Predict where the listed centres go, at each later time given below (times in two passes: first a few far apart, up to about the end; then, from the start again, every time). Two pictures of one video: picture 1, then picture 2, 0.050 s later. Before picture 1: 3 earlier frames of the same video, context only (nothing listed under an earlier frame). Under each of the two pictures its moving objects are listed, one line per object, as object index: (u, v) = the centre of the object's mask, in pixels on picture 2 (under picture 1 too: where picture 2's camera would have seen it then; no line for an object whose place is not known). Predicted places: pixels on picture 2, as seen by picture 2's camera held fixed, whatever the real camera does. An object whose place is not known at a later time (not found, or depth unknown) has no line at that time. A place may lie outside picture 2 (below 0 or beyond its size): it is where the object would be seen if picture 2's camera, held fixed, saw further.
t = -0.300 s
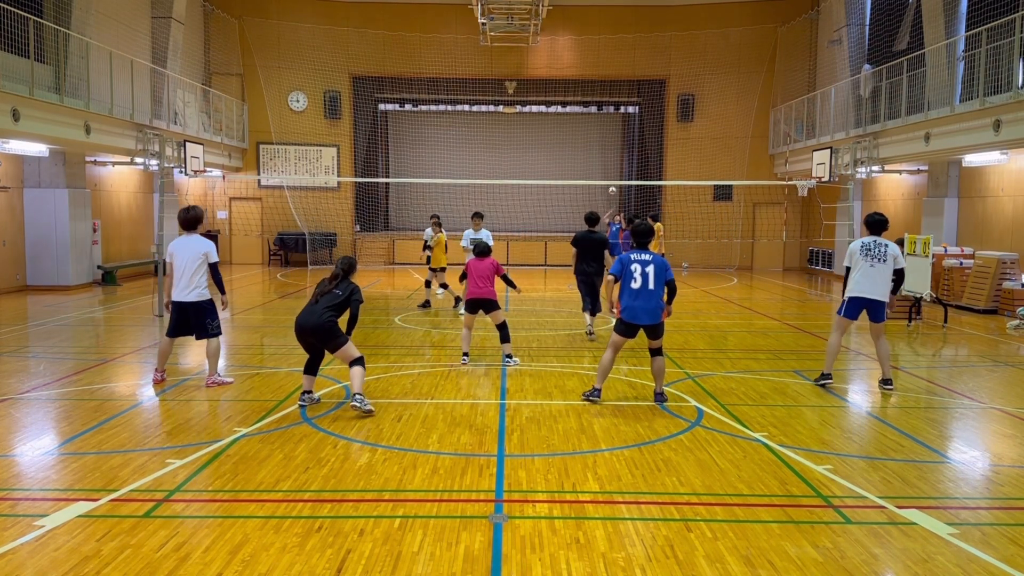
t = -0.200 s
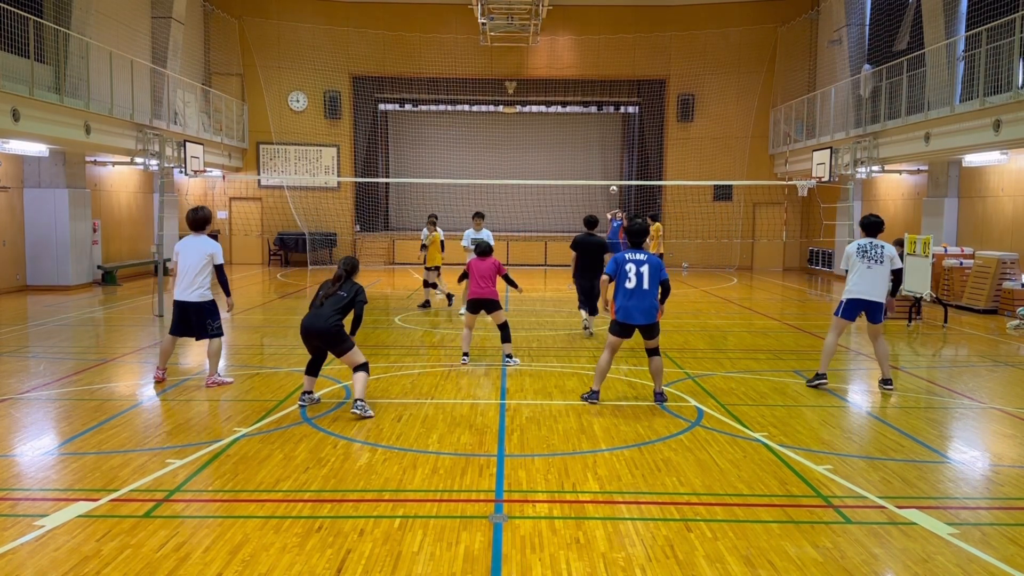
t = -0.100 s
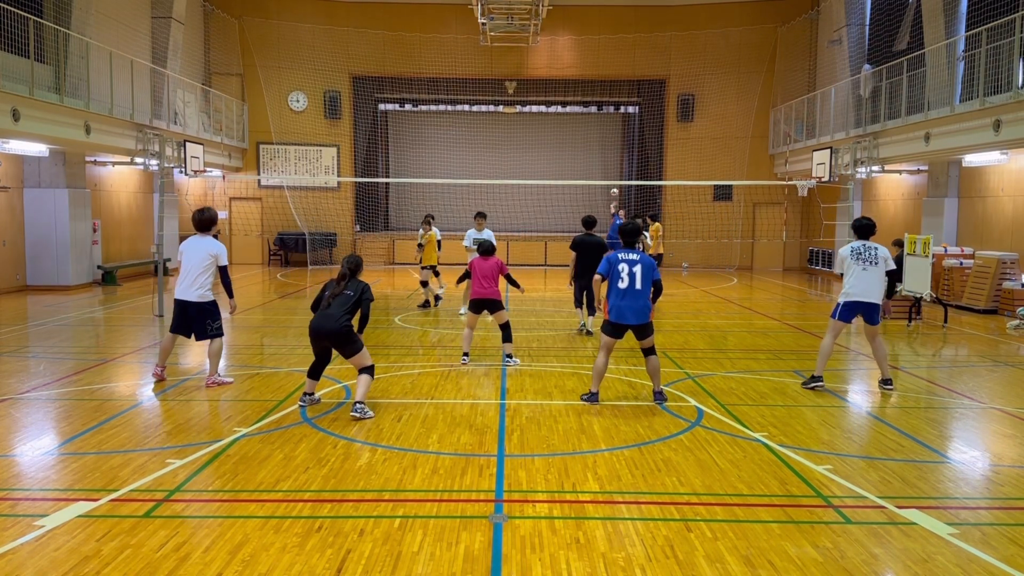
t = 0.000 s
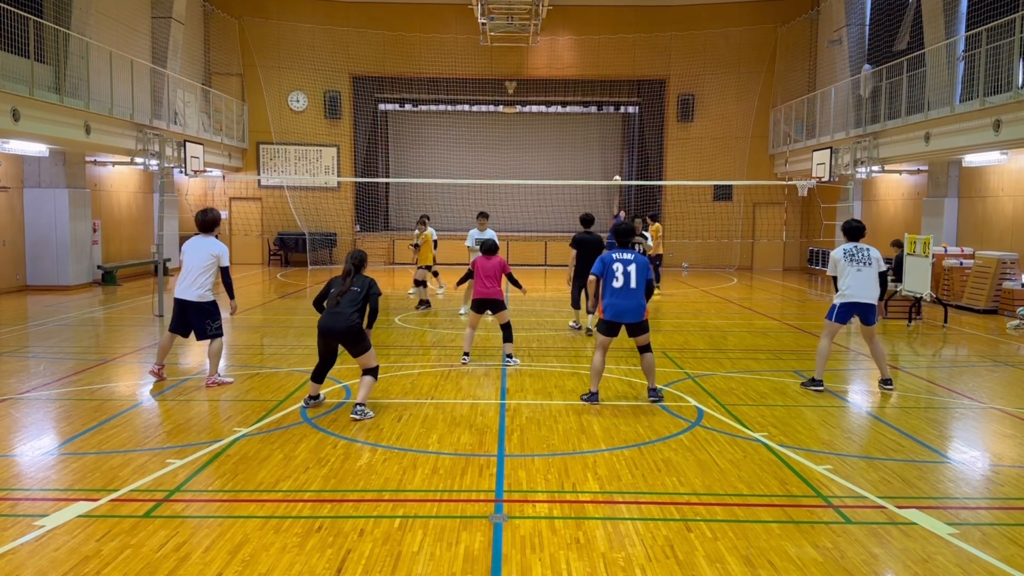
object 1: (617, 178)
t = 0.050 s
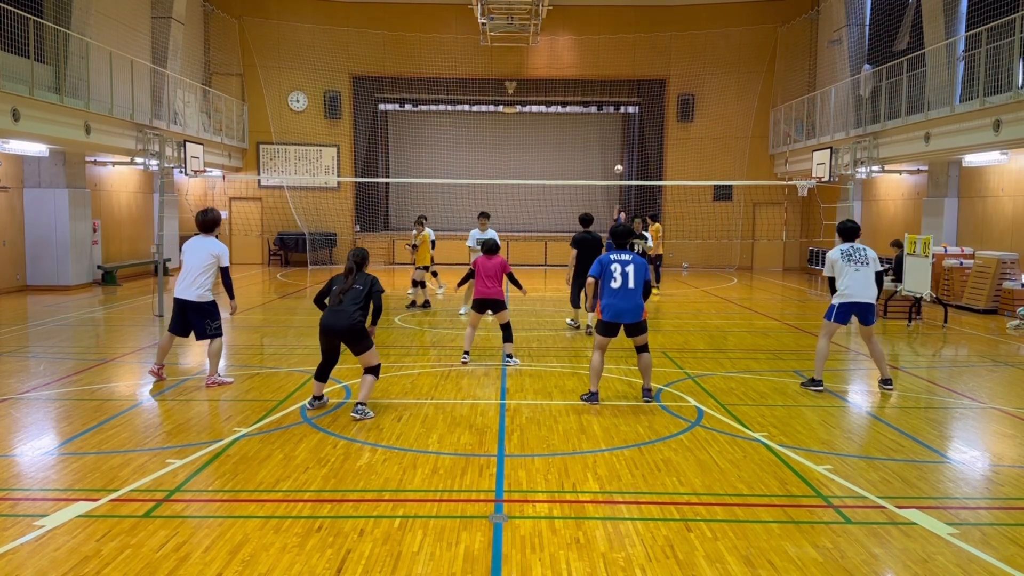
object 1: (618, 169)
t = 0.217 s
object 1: (626, 135)
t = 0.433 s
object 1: (639, 96)
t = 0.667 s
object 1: (652, 69)
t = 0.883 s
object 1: (660, 70)
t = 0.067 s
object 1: (619, 165)
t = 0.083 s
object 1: (619, 162)
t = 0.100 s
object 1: (620, 159)
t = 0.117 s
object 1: (621, 155)
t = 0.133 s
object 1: (622, 152)
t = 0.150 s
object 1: (622, 149)
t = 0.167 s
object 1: (623, 145)
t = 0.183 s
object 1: (624, 142)
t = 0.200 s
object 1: (625, 139)
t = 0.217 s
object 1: (626, 135)
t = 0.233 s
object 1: (627, 133)
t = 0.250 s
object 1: (628, 129)
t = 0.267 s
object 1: (629, 126)
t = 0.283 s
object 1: (630, 123)
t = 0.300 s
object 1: (631, 120)
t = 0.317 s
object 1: (632, 116)
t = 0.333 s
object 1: (633, 113)
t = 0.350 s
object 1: (634, 111)
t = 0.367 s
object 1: (635, 107)
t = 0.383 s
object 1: (636, 105)
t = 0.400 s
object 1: (637, 102)
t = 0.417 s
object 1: (638, 99)
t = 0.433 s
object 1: (639, 96)
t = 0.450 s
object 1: (640, 94)
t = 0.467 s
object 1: (641, 91)
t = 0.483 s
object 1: (642, 89)
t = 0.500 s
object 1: (643, 87)
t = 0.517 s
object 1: (644, 84)
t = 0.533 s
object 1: (645, 82)
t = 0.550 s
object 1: (646, 80)
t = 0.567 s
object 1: (647, 78)
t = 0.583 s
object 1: (648, 76)
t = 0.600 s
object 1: (648, 74)
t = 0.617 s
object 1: (649, 73)
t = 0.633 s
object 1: (650, 71)
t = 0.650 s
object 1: (651, 70)
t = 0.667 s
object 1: (652, 69)
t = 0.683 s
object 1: (653, 68)
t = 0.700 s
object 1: (653, 67)
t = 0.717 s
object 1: (654, 67)
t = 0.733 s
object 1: (655, 66)
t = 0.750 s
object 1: (656, 66)
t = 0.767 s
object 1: (656, 65)
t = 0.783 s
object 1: (657, 66)
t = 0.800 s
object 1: (657, 66)
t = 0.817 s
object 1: (658, 66)
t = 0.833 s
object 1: (658, 67)
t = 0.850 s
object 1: (659, 67)
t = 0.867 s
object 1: (659, 69)
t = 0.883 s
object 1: (660, 70)
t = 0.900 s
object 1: (660, 71)
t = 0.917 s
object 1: (660, 73)
